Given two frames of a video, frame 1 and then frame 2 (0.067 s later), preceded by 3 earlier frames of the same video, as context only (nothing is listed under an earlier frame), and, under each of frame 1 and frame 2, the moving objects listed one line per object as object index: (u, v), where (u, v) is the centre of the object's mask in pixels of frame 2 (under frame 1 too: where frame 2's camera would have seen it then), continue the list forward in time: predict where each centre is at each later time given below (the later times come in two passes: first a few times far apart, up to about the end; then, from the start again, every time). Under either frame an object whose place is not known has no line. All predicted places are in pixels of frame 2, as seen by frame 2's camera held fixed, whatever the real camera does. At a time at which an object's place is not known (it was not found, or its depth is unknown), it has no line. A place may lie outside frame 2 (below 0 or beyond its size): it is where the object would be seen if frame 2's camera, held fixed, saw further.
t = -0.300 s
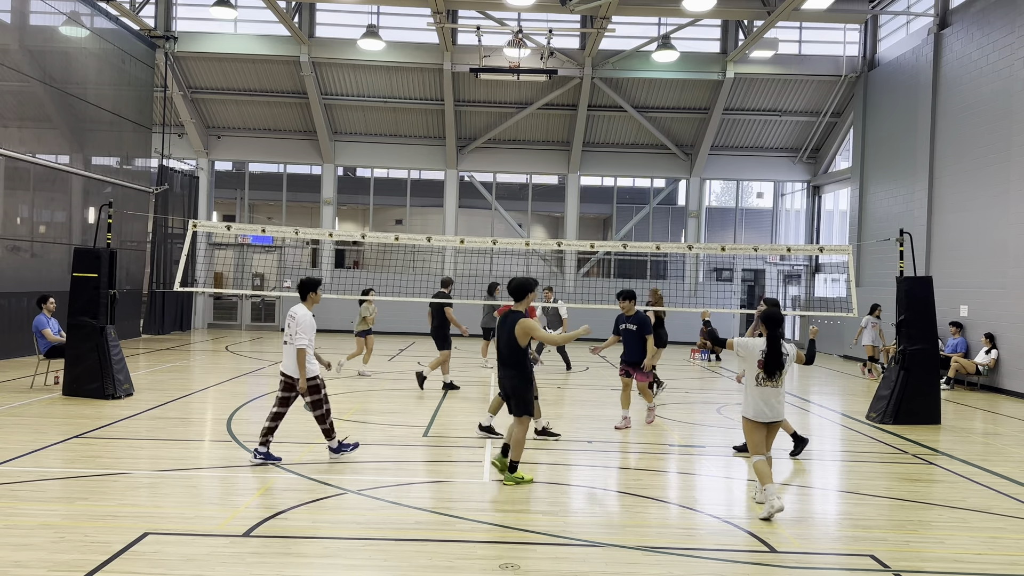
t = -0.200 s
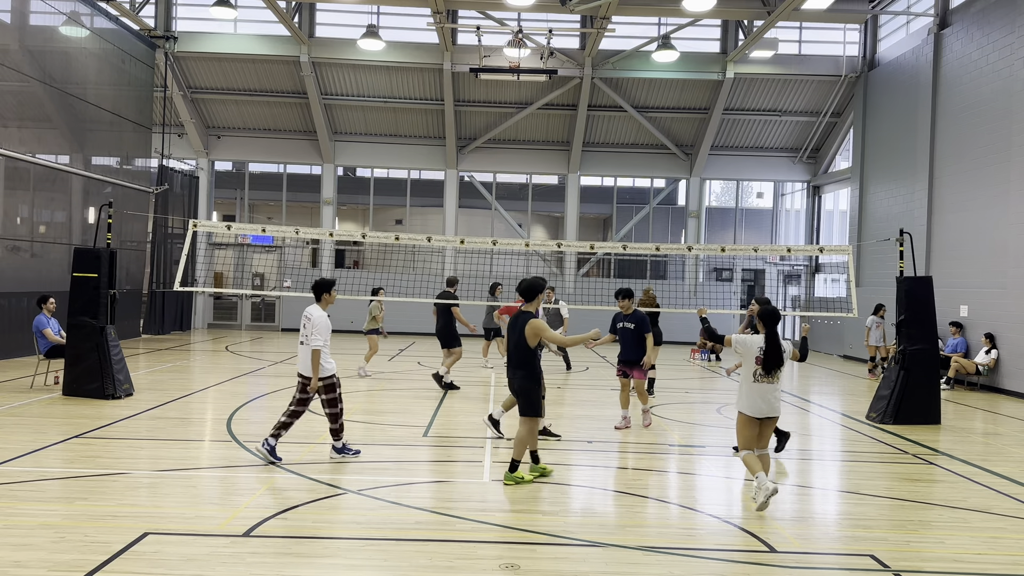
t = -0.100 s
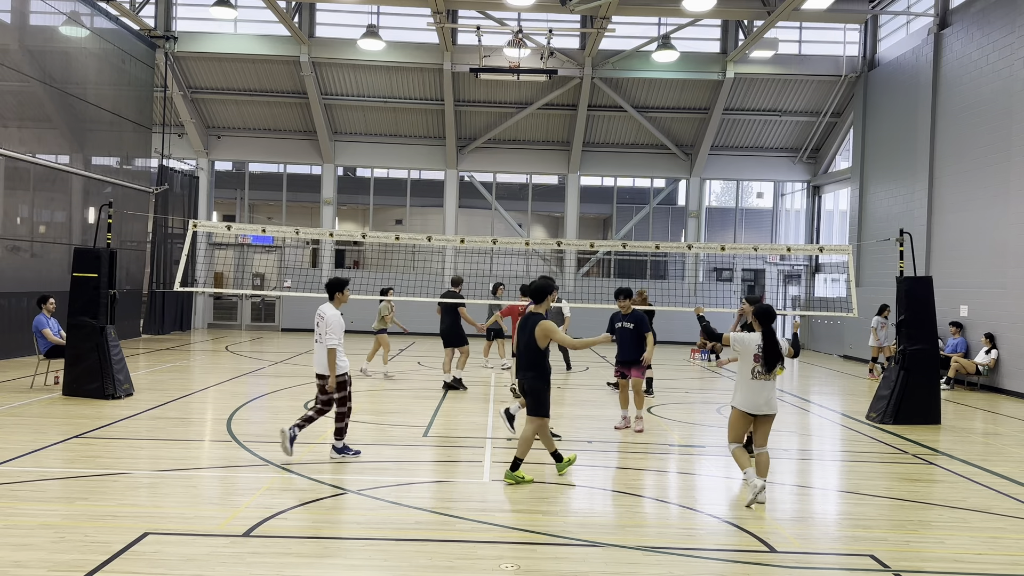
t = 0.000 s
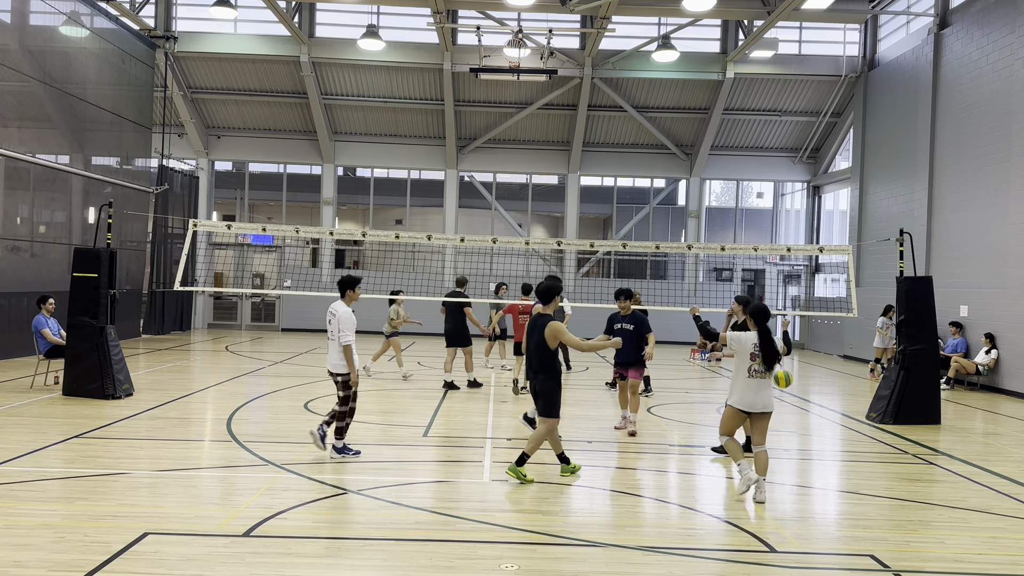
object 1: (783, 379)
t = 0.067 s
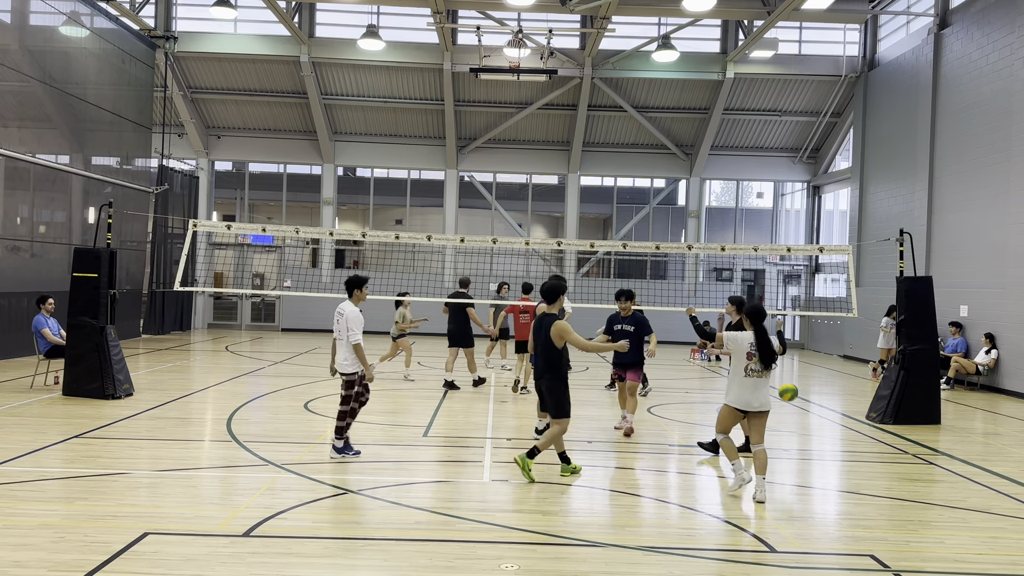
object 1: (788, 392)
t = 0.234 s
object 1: (802, 444)
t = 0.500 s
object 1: (830, 407)
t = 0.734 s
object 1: (855, 423)
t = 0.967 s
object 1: (880, 465)
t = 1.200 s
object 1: (910, 445)
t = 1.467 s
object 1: (945, 498)
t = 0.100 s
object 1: (791, 401)
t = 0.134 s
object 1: (794, 410)
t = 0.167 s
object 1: (796, 420)
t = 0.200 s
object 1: (799, 431)
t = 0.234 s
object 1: (802, 444)
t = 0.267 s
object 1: (805, 442)
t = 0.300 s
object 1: (808, 434)
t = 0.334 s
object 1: (812, 427)
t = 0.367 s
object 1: (815, 421)
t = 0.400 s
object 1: (819, 416)
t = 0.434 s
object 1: (823, 412)
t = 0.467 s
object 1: (827, 409)
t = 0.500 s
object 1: (830, 407)
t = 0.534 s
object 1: (833, 406)
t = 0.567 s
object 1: (837, 406)
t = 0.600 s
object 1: (840, 407)
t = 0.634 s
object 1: (844, 409)
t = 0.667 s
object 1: (848, 413)
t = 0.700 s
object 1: (851, 417)
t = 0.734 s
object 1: (855, 423)
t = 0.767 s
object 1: (858, 429)
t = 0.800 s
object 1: (862, 437)
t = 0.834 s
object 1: (865, 446)
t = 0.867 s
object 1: (869, 457)
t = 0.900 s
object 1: (872, 469)
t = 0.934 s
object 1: (876, 473)
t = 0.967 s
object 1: (880, 465)
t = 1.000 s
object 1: (884, 459)
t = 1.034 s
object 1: (889, 453)
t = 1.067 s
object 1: (893, 450)
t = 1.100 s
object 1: (897, 447)
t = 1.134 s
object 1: (902, 445)
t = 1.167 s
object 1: (906, 444)
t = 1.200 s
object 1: (910, 445)
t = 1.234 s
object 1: (914, 447)
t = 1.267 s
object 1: (918, 450)
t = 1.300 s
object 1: (923, 454)
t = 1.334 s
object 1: (927, 460)
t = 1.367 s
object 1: (932, 468)
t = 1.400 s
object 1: (936, 476)
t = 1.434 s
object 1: (941, 486)
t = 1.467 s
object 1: (945, 498)
